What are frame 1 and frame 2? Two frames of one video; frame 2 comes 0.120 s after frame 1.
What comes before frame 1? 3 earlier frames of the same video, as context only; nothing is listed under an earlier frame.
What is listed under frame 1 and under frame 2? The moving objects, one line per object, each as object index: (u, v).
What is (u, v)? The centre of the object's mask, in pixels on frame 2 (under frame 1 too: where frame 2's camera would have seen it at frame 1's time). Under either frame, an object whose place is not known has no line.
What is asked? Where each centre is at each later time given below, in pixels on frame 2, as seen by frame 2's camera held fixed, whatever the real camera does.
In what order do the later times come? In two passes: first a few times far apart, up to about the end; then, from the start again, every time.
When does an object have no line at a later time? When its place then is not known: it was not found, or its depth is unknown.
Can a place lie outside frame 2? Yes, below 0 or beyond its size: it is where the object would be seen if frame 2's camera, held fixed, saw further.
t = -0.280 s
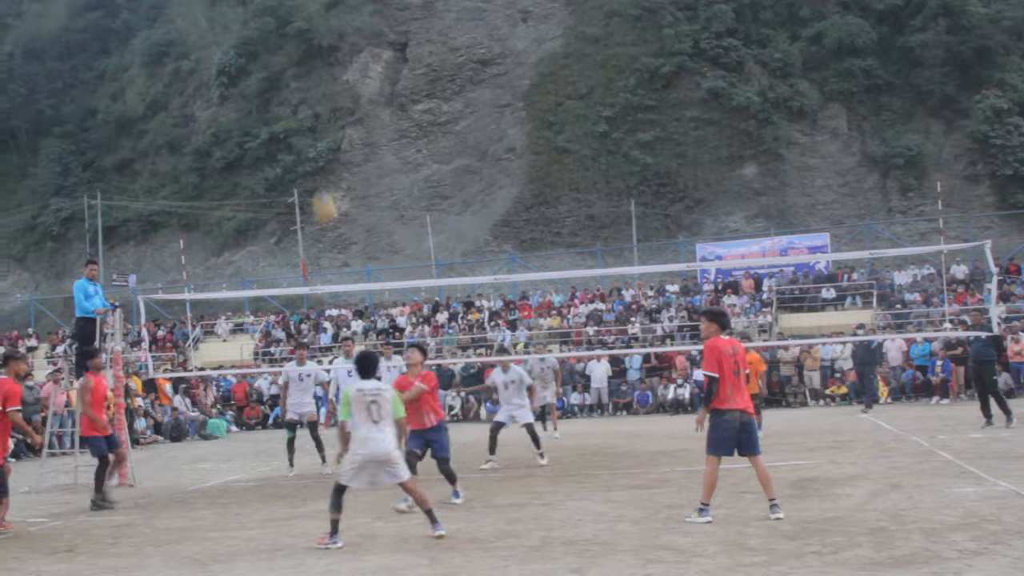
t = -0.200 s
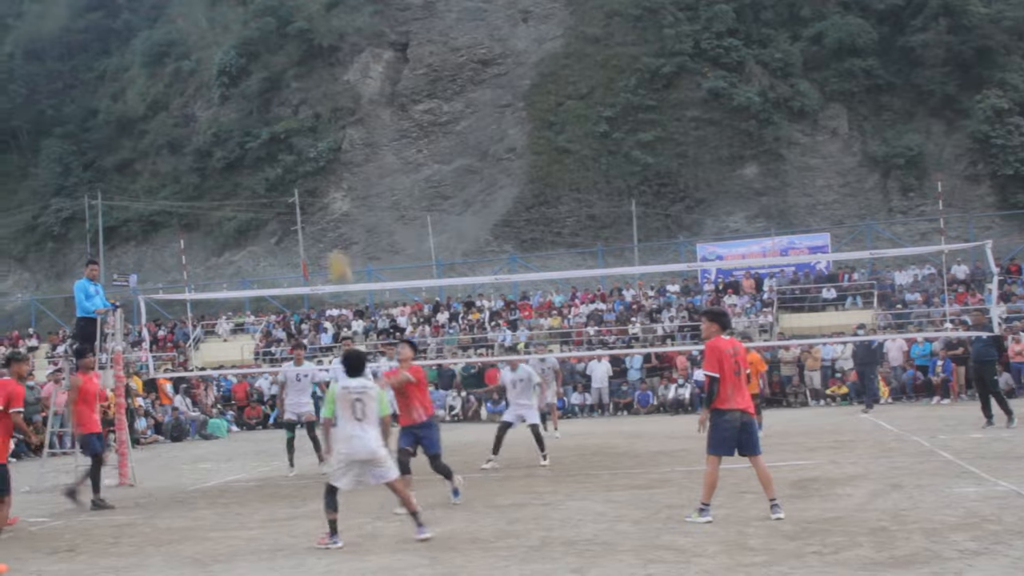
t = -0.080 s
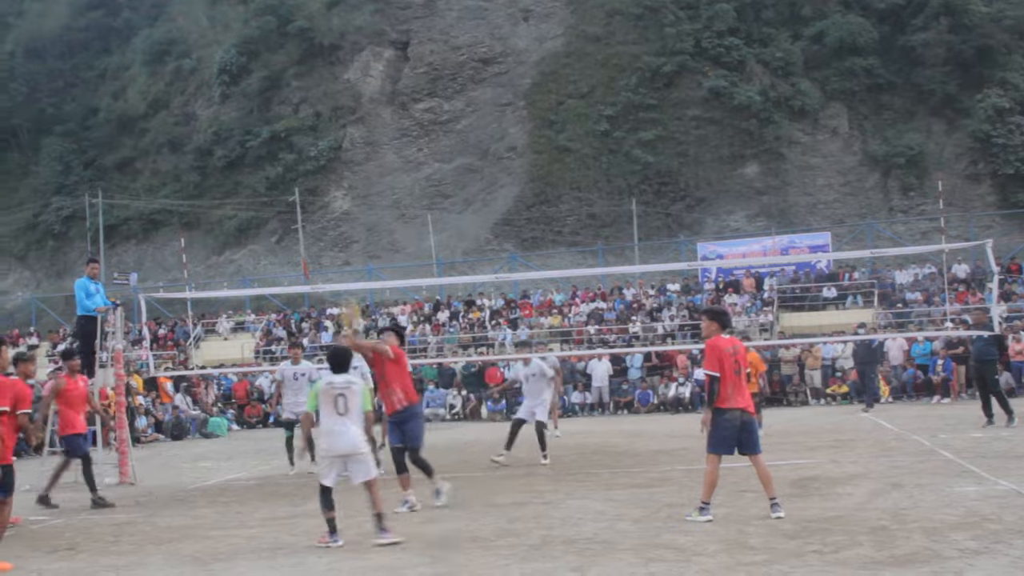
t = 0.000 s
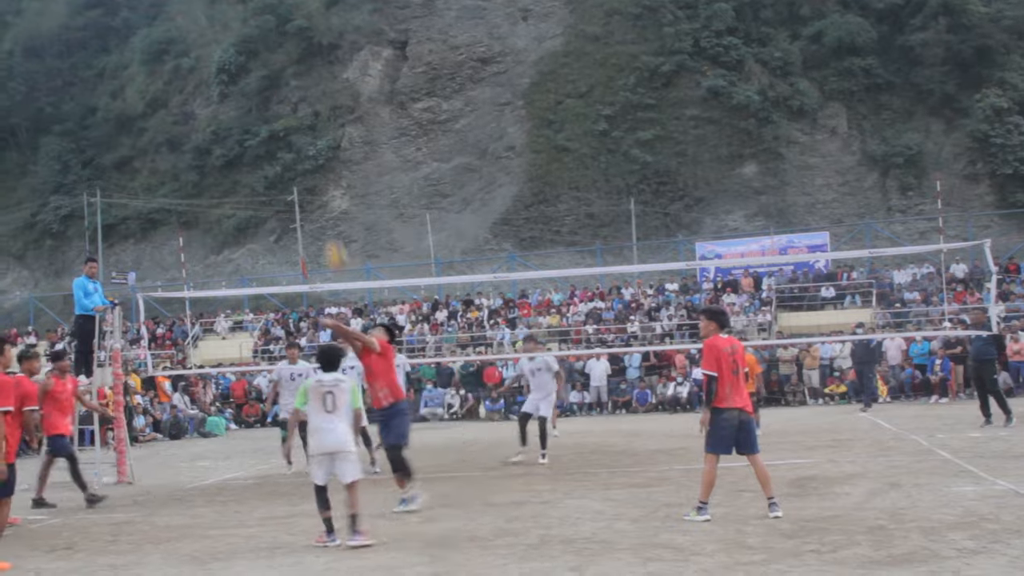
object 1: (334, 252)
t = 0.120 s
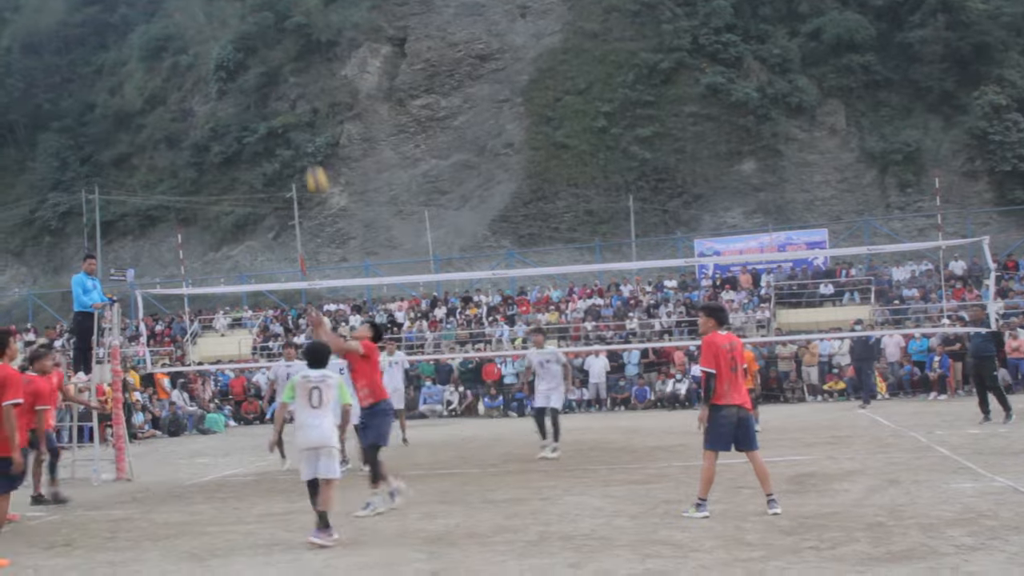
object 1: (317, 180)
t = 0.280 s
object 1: (296, 112)
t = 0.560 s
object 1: (268, 58)
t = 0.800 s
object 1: (249, 70)
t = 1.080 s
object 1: (233, 145)
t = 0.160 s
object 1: (311, 160)
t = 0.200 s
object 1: (306, 141)
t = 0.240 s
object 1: (301, 126)
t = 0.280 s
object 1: (296, 112)
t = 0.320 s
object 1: (291, 99)
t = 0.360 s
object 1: (287, 88)
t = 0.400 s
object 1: (283, 78)
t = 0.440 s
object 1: (279, 71)
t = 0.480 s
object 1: (275, 65)
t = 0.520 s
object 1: (271, 61)
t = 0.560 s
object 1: (268, 58)
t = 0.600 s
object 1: (264, 56)
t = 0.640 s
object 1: (261, 57)
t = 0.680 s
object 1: (258, 58)
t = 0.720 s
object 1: (255, 60)
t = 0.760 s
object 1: (252, 65)
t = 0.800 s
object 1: (249, 70)
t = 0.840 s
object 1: (246, 76)
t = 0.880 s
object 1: (244, 86)
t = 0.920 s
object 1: (241, 95)
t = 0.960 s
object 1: (239, 105)
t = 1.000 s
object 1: (237, 117)
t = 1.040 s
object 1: (235, 131)
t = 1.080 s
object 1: (233, 145)
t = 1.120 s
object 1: (231, 161)
